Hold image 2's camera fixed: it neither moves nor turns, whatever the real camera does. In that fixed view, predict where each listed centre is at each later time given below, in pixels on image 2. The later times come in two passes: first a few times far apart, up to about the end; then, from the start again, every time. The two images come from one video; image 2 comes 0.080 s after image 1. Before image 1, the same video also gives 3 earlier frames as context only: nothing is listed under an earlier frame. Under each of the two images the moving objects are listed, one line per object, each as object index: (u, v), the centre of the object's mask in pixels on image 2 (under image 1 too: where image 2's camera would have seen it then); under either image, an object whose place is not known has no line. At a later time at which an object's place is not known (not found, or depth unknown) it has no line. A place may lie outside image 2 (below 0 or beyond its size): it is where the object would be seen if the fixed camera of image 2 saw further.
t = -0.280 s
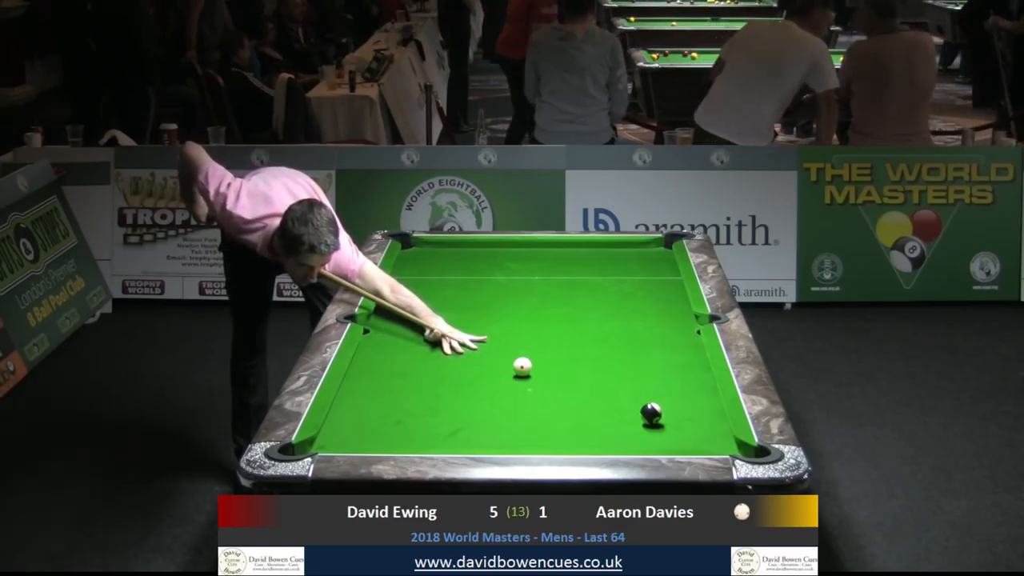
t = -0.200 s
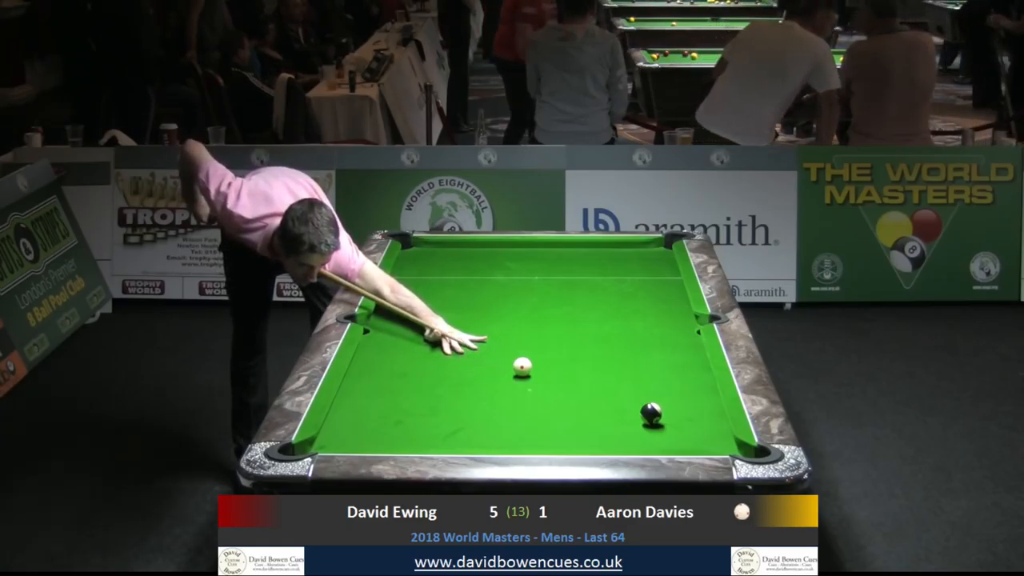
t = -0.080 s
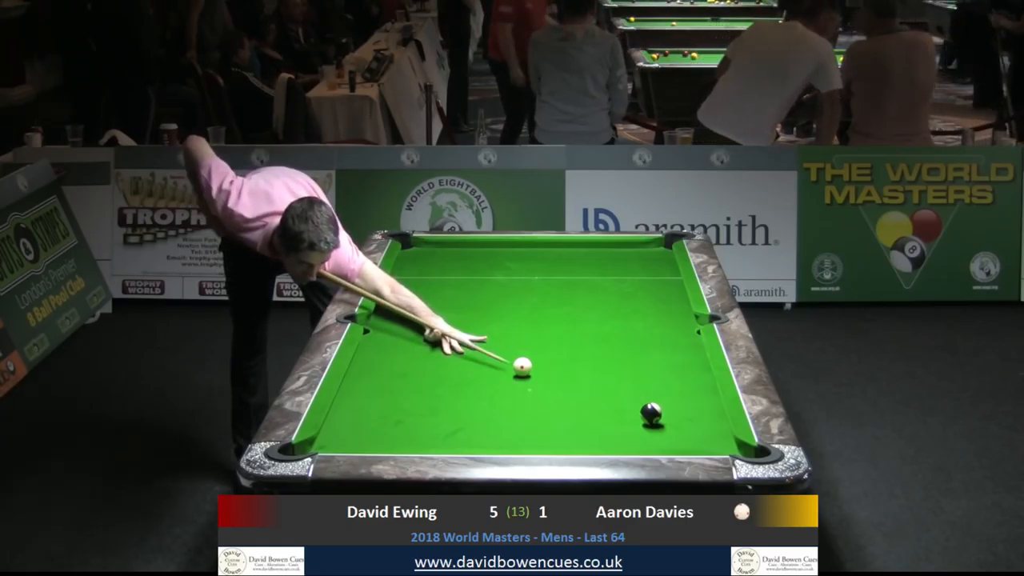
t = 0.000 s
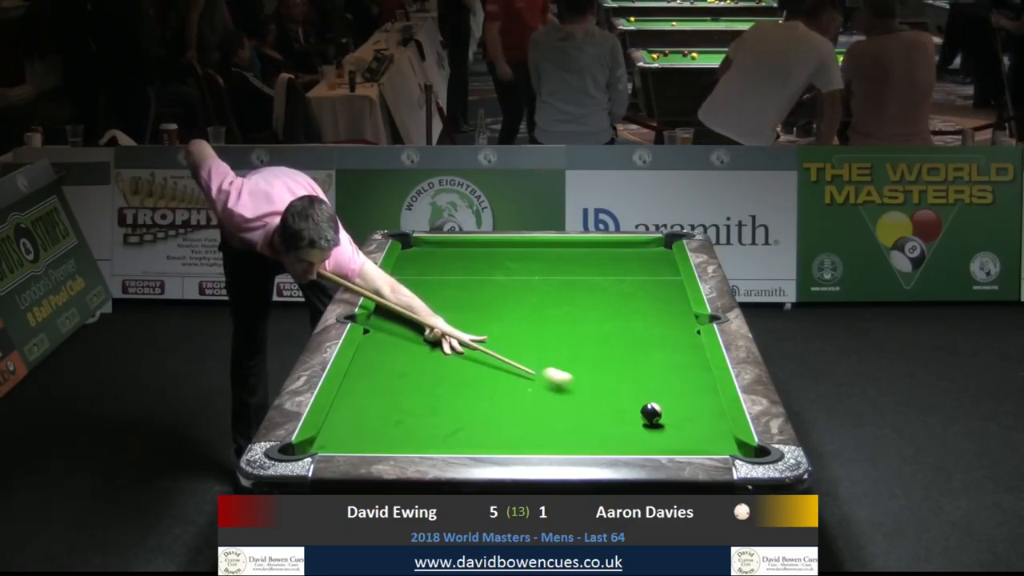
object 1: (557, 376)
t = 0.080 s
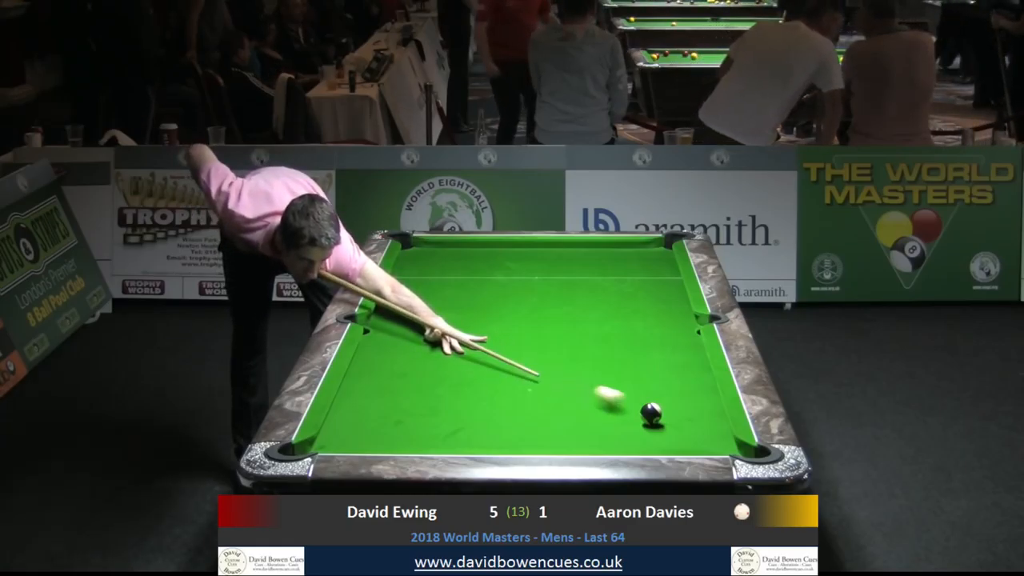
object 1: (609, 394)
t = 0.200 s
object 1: (643, 405)
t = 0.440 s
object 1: (658, 397)
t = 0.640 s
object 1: (669, 391)
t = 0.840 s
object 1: (679, 385)
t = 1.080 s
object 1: (690, 379)
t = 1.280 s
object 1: (698, 375)
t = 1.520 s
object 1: (700, 372)
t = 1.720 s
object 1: (695, 370)
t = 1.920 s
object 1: (692, 368)
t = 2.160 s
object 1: (689, 368)
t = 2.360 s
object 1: (688, 367)
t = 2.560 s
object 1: (687, 367)
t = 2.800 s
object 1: (687, 367)
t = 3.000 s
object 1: (687, 367)
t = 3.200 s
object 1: (687, 367)
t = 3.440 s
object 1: (687, 367)
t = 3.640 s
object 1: (687, 367)
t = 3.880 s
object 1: (687, 367)
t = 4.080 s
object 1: (687, 367)
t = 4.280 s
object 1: (687, 367)
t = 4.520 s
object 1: (687, 367)
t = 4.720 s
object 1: (687, 367)
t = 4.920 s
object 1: (687, 367)
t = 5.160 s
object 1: (687, 367)
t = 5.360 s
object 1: (687, 367)
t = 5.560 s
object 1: (687, 367)
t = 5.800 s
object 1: (687, 367)
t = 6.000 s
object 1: (687, 367)
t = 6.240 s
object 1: (687, 367)
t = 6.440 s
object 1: (687, 367)
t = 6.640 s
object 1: (687, 367)
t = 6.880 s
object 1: (687, 367)
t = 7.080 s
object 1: (687, 367)
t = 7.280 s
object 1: (687, 367)
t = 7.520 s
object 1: (687, 367)
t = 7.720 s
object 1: (687, 367)
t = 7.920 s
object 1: (687, 367)
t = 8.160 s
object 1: (687, 367)
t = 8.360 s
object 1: (687, 367)
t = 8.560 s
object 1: (687, 367)
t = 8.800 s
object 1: (687, 367)
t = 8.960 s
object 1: (687, 367)
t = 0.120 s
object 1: (632, 403)
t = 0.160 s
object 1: (641, 406)
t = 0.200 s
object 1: (643, 405)
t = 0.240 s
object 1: (645, 403)
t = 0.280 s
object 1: (648, 402)
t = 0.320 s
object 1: (650, 401)
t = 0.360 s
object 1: (653, 399)
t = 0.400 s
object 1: (655, 398)
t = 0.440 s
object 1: (658, 397)
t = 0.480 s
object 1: (660, 395)
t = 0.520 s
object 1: (662, 394)
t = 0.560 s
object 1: (664, 393)
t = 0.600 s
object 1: (667, 392)
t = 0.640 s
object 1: (669, 391)
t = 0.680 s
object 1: (671, 390)
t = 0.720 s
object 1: (673, 388)
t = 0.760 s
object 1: (675, 387)
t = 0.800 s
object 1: (677, 386)
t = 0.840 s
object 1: (679, 385)
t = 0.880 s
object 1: (681, 384)
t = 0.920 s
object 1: (683, 383)
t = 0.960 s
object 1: (685, 382)
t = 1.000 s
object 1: (686, 381)
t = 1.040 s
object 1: (688, 380)
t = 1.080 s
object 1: (690, 379)
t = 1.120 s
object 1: (692, 379)
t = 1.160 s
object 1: (693, 378)
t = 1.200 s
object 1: (695, 377)
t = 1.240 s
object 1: (696, 376)
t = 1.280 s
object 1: (698, 375)
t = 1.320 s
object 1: (700, 375)
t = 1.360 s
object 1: (701, 374)
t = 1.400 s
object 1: (703, 373)
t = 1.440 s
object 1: (702, 373)
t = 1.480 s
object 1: (701, 372)
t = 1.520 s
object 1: (700, 372)
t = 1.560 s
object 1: (699, 371)
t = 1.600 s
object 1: (698, 371)
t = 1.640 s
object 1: (697, 371)
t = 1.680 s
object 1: (696, 370)
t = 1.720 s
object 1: (695, 370)
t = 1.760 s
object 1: (694, 369)
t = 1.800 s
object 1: (694, 369)
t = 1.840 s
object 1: (693, 369)
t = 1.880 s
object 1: (693, 369)
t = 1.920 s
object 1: (692, 368)
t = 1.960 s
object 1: (691, 368)
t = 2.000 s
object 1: (690, 368)
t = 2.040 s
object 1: (690, 368)
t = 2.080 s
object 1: (690, 368)
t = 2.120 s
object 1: (689, 368)
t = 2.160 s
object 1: (689, 368)
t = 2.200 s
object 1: (689, 367)
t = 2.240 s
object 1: (688, 367)
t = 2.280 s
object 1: (688, 367)
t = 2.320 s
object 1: (688, 367)
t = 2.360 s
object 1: (688, 367)
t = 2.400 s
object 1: (687, 367)
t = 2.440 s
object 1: (687, 367)
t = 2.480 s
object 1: (687, 367)
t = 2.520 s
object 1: (687, 367)
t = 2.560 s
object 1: (687, 367)
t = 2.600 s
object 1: (687, 367)
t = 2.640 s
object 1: (687, 367)
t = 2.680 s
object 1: (687, 367)
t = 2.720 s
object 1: (688, 367)
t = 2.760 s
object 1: (687, 367)
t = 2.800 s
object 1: (687, 367)
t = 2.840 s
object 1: (687, 367)
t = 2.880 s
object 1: (687, 367)
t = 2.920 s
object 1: (687, 367)
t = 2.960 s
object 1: (688, 367)
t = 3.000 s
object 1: (687, 367)
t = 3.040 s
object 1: (687, 367)
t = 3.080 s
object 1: (687, 367)
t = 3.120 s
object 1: (687, 367)
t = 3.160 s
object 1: (688, 367)
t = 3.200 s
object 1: (687, 367)
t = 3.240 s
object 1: (687, 367)
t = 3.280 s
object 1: (687, 367)
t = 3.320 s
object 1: (687, 367)
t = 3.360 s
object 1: (687, 367)
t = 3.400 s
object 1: (687, 367)
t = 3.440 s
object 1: (687, 367)
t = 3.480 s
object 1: (687, 367)
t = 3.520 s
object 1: (687, 367)
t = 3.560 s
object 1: (687, 367)
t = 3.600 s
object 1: (687, 367)
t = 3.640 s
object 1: (687, 367)
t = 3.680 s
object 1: (687, 367)
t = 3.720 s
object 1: (687, 367)
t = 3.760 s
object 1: (687, 367)
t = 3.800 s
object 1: (687, 367)
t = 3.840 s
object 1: (687, 367)
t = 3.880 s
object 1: (687, 367)
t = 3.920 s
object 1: (687, 367)
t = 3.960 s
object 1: (687, 367)
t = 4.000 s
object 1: (687, 367)
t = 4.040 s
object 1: (687, 367)
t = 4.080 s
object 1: (687, 367)
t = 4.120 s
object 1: (687, 367)
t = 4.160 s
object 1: (687, 367)
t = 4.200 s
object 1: (687, 367)
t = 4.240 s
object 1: (687, 367)
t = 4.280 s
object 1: (687, 367)
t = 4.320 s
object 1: (687, 367)
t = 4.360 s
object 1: (687, 367)
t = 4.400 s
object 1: (687, 367)
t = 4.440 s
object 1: (687, 367)
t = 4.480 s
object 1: (687, 367)
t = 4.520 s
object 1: (687, 367)
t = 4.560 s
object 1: (687, 367)
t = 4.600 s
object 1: (687, 367)
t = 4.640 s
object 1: (687, 367)
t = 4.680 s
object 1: (687, 367)
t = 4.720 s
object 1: (687, 367)
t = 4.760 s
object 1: (687, 367)
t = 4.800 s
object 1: (687, 367)
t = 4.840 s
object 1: (687, 367)
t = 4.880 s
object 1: (687, 367)
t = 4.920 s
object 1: (687, 367)
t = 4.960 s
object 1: (687, 367)
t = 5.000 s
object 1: (687, 367)
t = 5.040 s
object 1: (687, 367)
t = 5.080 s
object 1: (687, 367)
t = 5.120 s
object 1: (687, 367)
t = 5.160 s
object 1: (687, 367)
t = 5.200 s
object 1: (687, 367)
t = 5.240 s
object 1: (687, 367)
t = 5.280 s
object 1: (687, 367)
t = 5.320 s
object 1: (687, 367)
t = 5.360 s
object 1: (687, 367)
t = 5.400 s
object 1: (687, 367)
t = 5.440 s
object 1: (687, 367)
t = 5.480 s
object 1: (687, 367)
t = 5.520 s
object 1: (687, 367)
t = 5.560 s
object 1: (687, 367)
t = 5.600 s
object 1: (687, 367)
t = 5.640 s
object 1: (687, 367)
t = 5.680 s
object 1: (687, 367)
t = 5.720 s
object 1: (687, 367)
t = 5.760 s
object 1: (687, 367)
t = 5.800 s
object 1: (687, 367)
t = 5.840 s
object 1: (687, 367)
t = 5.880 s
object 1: (687, 367)
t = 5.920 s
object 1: (687, 367)
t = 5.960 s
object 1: (687, 367)
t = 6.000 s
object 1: (687, 367)
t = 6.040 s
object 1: (687, 367)
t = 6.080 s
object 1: (687, 367)
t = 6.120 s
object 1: (687, 367)
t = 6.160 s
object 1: (687, 367)
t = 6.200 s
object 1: (687, 367)
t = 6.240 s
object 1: (687, 367)
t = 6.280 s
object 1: (687, 367)
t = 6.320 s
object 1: (687, 367)
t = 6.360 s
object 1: (687, 367)
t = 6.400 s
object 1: (687, 367)
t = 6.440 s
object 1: (687, 367)
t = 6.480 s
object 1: (687, 367)
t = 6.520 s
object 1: (687, 367)
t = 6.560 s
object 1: (687, 367)
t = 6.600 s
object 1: (687, 367)
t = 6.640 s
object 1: (687, 367)
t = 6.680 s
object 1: (687, 367)
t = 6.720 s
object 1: (687, 367)
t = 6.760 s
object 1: (687, 367)
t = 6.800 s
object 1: (687, 367)
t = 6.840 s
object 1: (687, 367)
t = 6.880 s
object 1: (687, 367)
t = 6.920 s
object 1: (687, 367)
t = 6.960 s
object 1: (687, 367)
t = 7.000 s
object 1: (687, 367)
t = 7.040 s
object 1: (687, 367)
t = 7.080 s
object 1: (687, 367)
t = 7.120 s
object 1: (687, 367)
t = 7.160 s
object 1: (687, 367)
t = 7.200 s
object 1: (687, 367)
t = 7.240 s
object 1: (687, 367)
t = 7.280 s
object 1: (687, 367)
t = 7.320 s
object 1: (687, 367)
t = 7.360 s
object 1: (687, 367)
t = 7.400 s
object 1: (687, 367)
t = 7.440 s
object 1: (687, 367)
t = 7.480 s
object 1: (687, 367)
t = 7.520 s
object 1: (687, 367)
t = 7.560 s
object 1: (687, 367)
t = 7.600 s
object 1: (687, 367)
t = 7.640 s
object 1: (687, 367)
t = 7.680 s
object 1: (687, 367)
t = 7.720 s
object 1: (687, 367)
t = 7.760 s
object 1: (687, 367)
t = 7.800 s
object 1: (687, 367)
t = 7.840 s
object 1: (687, 367)
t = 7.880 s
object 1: (687, 367)
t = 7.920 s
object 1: (687, 367)
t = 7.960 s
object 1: (687, 367)
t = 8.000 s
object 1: (687, 367)
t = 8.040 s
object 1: (687, 367)
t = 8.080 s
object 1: (687, 367)
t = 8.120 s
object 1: (687, 367)
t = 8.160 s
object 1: (687, 367)
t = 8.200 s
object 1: (687, 367)
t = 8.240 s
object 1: (687, 367)
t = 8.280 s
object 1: (687, 367)
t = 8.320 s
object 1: (687, 367)
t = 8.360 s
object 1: (687, 367)
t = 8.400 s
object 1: (687, 367)
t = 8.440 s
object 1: (687, 367)
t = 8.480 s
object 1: (687, 367)
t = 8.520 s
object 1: (687, 367)
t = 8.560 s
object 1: (687, 367)
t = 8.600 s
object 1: (687, 367)
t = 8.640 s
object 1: (687, 367)
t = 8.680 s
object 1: (687, 367)
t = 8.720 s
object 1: (687, 367)
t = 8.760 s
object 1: (687, 367)
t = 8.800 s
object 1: (687, 367)
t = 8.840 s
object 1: (687, 367)
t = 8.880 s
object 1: (687, 367)
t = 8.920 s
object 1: (687, 367)
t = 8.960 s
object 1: (687, 367)
